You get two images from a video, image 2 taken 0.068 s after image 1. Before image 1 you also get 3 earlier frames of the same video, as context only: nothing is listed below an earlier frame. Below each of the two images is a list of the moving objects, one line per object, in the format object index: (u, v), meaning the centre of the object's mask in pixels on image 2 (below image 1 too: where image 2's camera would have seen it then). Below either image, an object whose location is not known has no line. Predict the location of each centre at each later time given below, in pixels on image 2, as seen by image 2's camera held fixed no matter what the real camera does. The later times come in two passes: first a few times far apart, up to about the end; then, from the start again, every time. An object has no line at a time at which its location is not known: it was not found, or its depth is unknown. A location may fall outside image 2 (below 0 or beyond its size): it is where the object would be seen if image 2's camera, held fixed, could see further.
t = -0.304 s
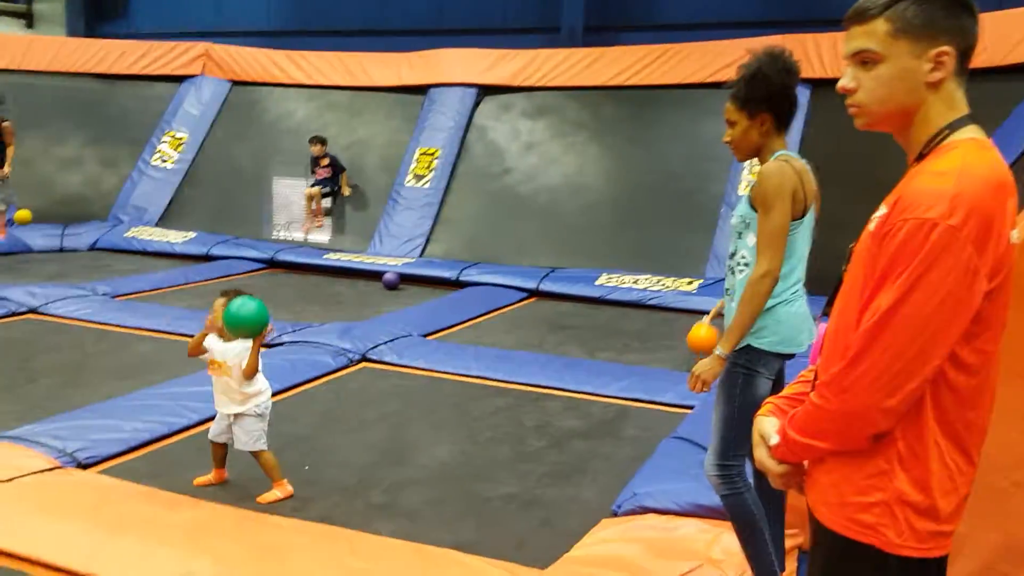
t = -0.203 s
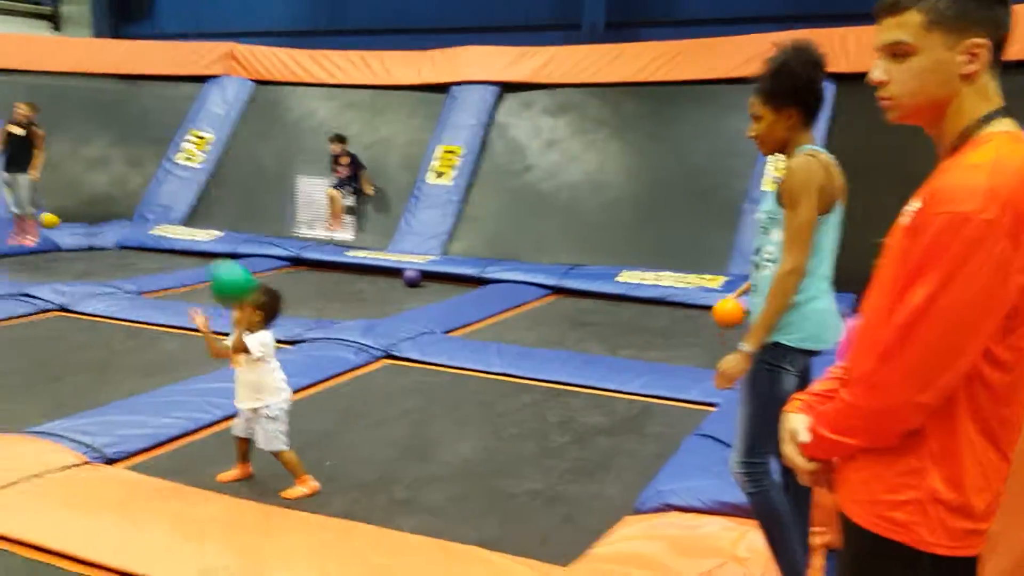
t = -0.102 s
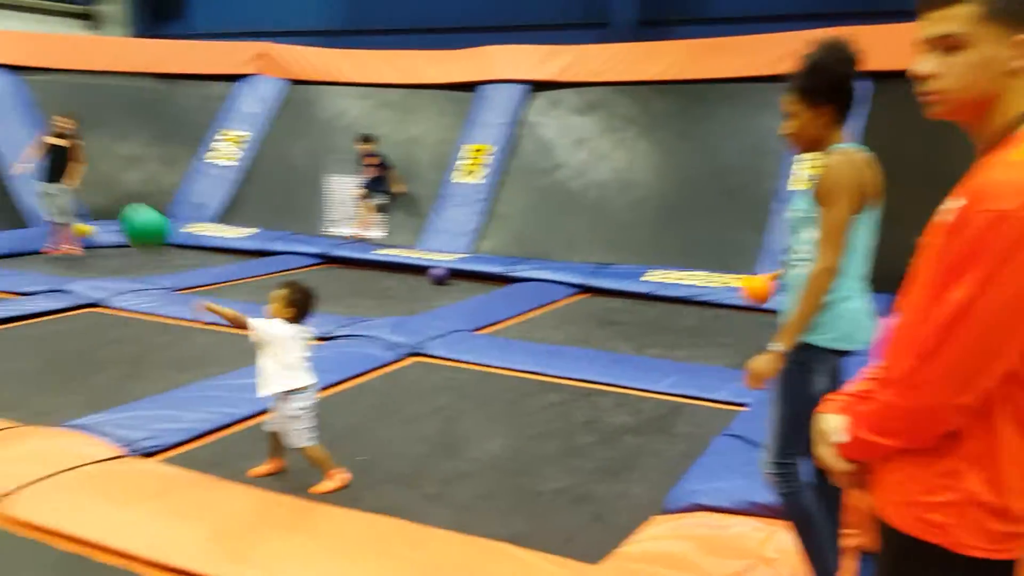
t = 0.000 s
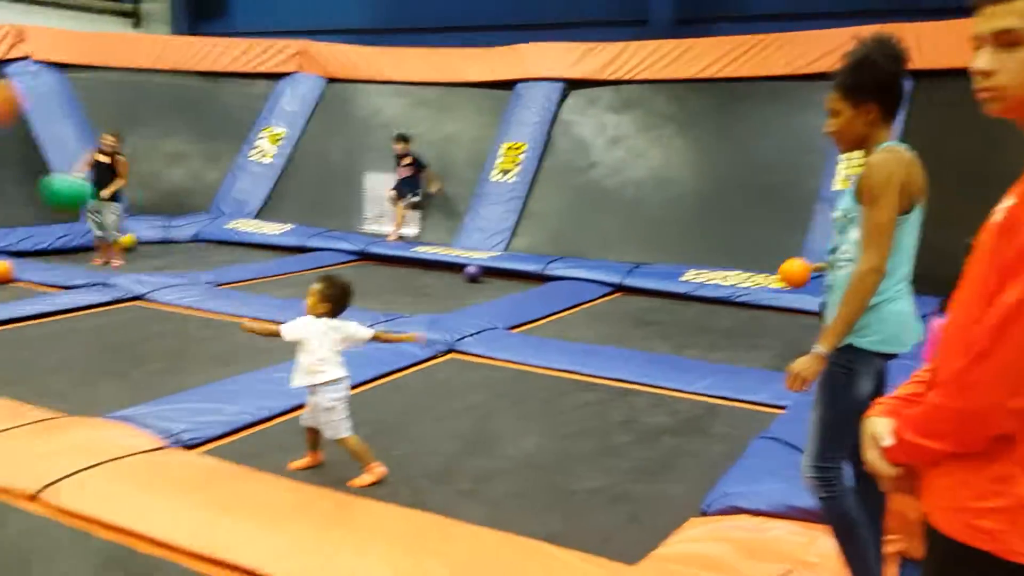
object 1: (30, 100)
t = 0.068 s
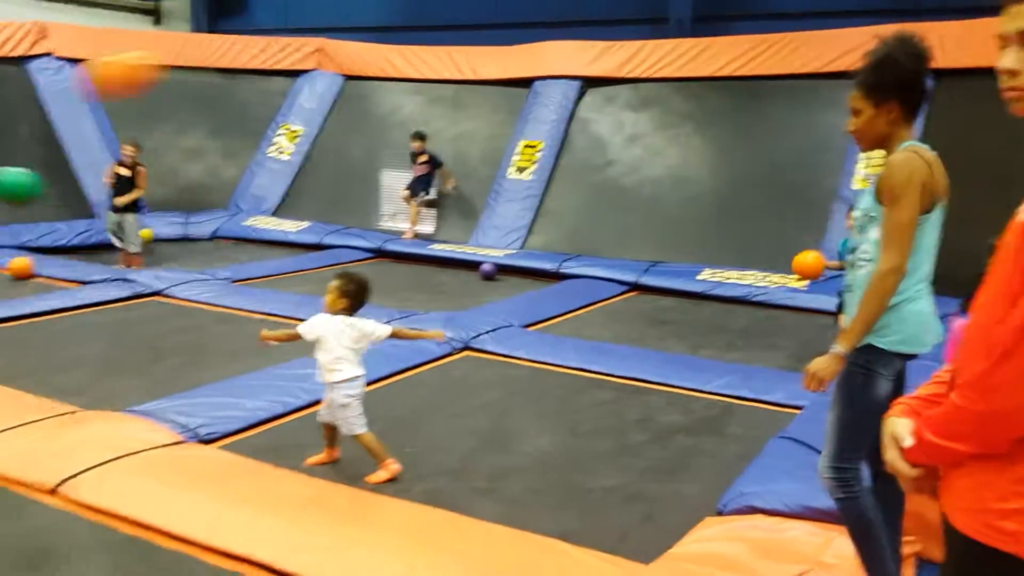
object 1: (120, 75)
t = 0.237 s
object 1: (381, 48)
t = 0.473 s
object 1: (681, 122)
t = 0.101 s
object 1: (174, 66)
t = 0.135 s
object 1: (230, 57)
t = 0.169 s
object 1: (285, 50)
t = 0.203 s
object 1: (330, 47)
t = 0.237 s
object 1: (381, 48)
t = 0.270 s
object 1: (426, 55)
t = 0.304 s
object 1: (464, 59)
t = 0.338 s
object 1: (509, 69)
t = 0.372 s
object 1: (541, 76)
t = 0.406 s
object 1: (585, 87)
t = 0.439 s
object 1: (616, 96)
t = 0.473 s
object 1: (681, 122)
